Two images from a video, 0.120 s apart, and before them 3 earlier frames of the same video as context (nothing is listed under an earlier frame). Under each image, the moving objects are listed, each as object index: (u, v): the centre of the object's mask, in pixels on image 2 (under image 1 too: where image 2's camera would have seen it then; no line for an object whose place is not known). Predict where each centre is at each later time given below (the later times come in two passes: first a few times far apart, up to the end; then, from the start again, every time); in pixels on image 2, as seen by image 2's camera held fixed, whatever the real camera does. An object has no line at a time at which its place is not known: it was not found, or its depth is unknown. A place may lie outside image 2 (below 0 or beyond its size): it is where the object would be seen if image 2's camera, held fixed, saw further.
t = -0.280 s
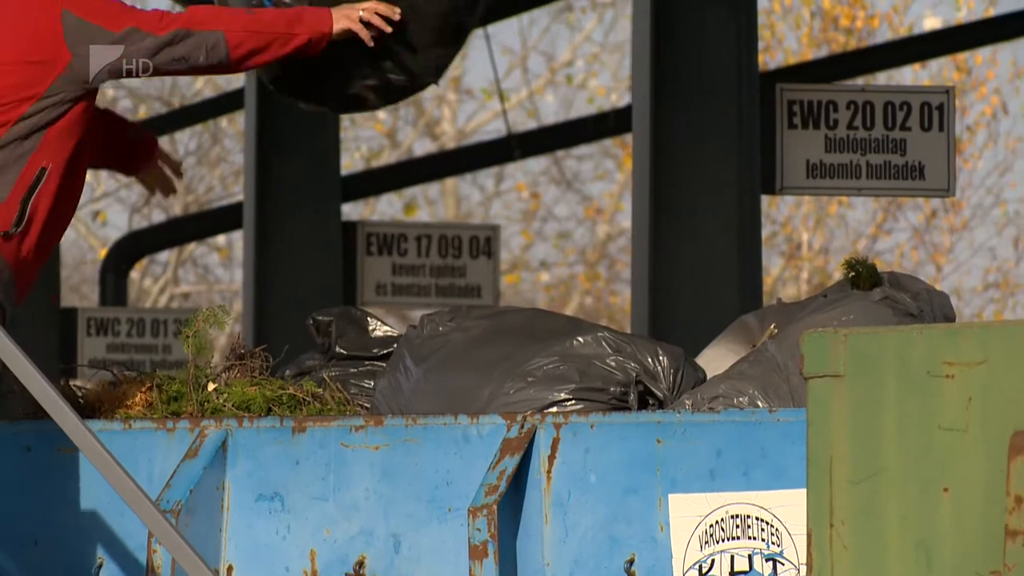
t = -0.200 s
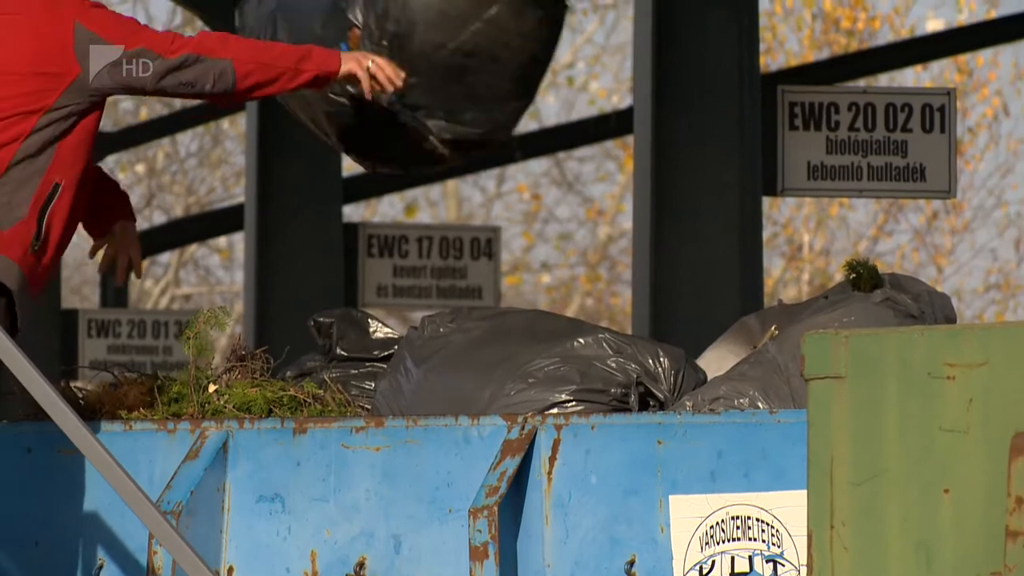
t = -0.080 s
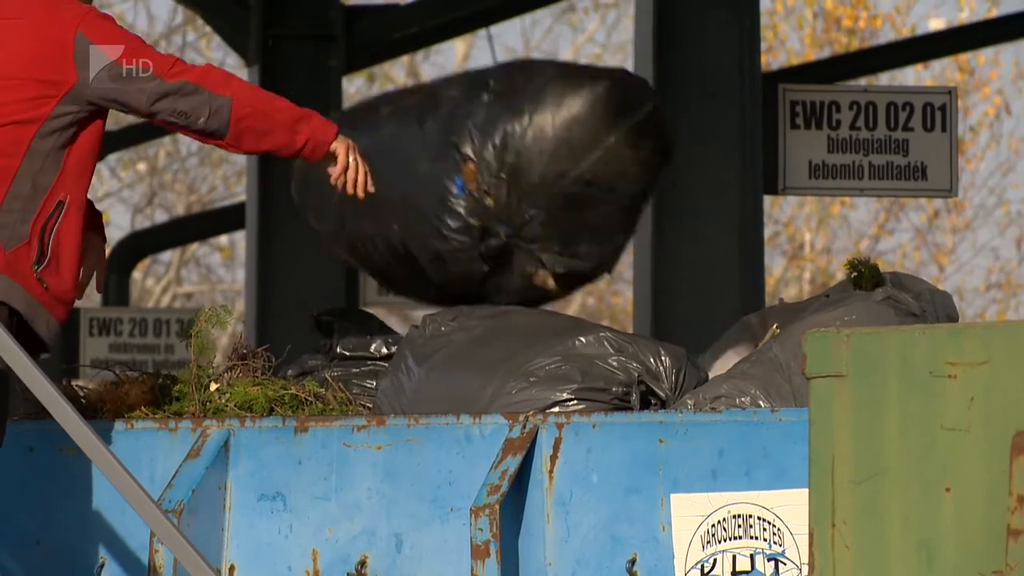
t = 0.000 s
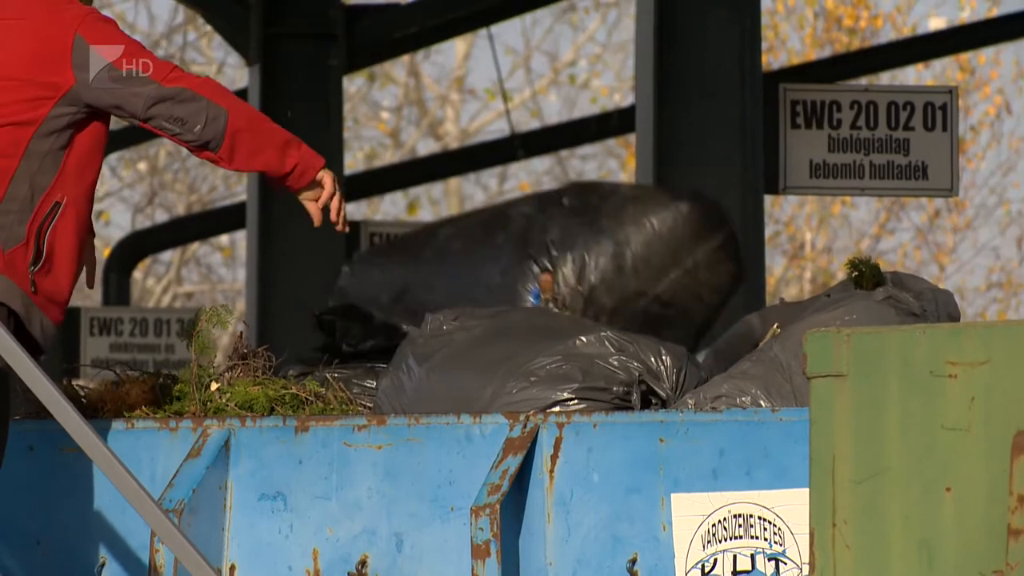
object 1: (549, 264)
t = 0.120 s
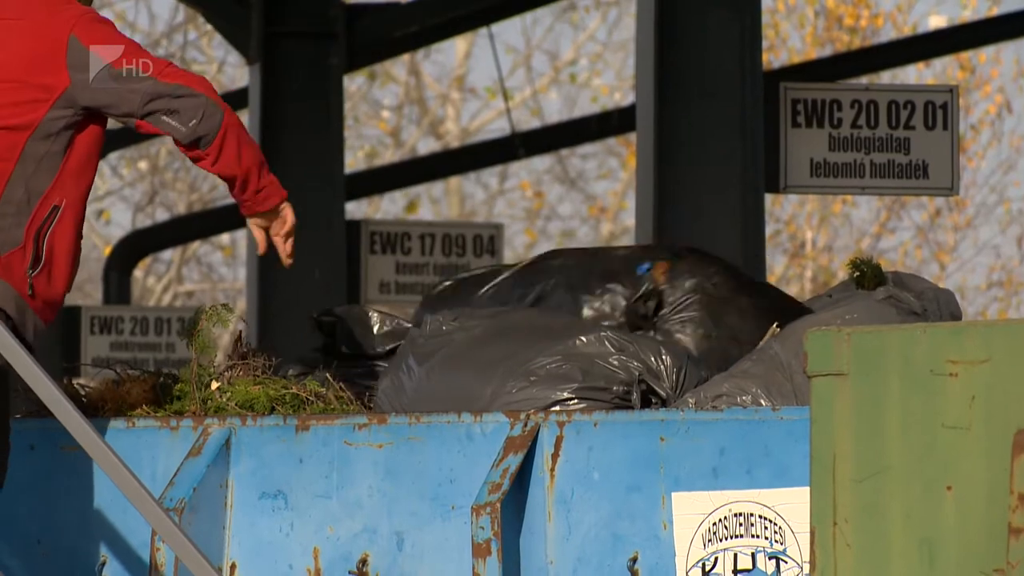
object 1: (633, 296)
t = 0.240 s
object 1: (679, 285)
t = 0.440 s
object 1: (717, 271)
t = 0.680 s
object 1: (694, 283)
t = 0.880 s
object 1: (657, 299)
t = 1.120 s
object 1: (639, 295)
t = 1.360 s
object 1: (656, 299)
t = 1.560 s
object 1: (651, 299)
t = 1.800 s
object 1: (653, 300)
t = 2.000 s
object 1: (653, 300)
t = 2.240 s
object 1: (653, 300)
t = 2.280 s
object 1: (652, 300)
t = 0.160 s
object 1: (647, 294)
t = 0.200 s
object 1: (662, 290)
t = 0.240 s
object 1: (679, 285)
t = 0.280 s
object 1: (694, 280)
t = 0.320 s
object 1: (705, 276)
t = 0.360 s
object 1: (711, 272)
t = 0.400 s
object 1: (715, 271)
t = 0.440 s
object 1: (717, 271)
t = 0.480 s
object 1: (717, 271)
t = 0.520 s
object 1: (715, 273)
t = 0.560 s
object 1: (711, 275)
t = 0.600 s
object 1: (706, 277)
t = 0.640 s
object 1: (700, 280)
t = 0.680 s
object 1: (694, 283)
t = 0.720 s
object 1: (687, 286)
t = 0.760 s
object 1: (679, 291)
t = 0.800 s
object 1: (673, 296)
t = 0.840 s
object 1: (665, 302)
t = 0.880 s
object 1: (657, 299)
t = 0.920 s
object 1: (648, 295)
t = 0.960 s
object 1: (641, 292)
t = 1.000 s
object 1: (637, 291)
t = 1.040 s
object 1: (635, 291)
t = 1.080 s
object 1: (636, 293)
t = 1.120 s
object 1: (639, 295)
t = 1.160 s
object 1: (644, 297)
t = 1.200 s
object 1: (649, 298)
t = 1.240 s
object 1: (652, 299)
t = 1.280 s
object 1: (653, 299)
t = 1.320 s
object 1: (655, 299)
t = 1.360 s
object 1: (656, 299)
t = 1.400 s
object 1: (655, 299)
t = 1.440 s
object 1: (654, 299)
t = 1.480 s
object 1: (653, 299)
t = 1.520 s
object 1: (652, 299)
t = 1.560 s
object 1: (651, 299)
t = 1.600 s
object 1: (652, 299)
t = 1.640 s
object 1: (652, 299)
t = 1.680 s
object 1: (652, 300)
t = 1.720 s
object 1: (653, 300)
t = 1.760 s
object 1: (653, 300)
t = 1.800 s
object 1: (653, 300)
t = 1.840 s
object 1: (652, 300)
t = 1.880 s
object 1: (652, 300)
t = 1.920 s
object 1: (652, 300)
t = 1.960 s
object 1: (652, 300)
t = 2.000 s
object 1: (653, 300)
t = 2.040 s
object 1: (652, 300)
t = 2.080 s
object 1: (652, 300)
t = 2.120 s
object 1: (652, 300)
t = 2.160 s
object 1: (652, 300)
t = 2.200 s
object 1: (652, 300)
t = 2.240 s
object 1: (653, 300)
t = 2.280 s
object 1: (652, 300)
